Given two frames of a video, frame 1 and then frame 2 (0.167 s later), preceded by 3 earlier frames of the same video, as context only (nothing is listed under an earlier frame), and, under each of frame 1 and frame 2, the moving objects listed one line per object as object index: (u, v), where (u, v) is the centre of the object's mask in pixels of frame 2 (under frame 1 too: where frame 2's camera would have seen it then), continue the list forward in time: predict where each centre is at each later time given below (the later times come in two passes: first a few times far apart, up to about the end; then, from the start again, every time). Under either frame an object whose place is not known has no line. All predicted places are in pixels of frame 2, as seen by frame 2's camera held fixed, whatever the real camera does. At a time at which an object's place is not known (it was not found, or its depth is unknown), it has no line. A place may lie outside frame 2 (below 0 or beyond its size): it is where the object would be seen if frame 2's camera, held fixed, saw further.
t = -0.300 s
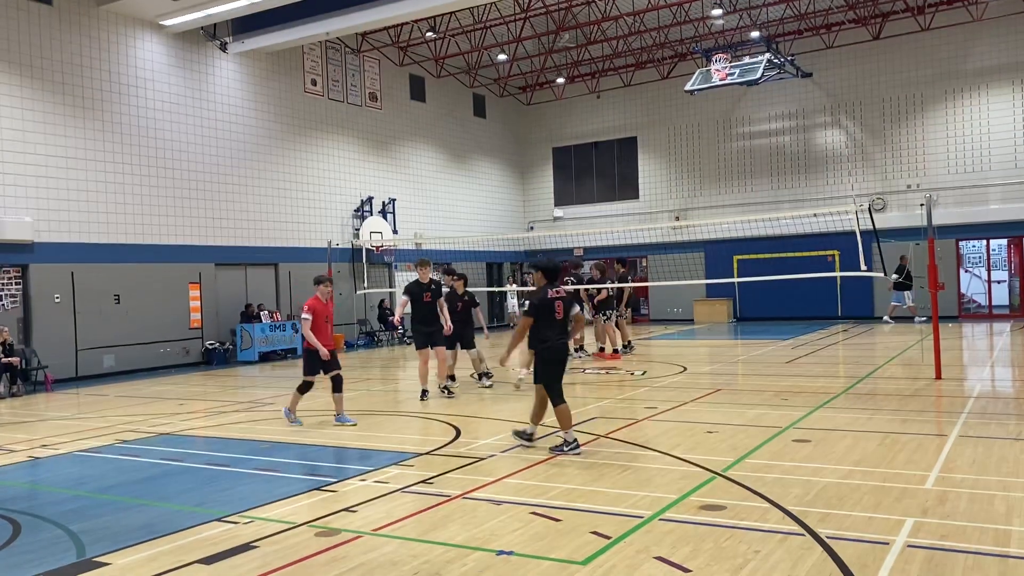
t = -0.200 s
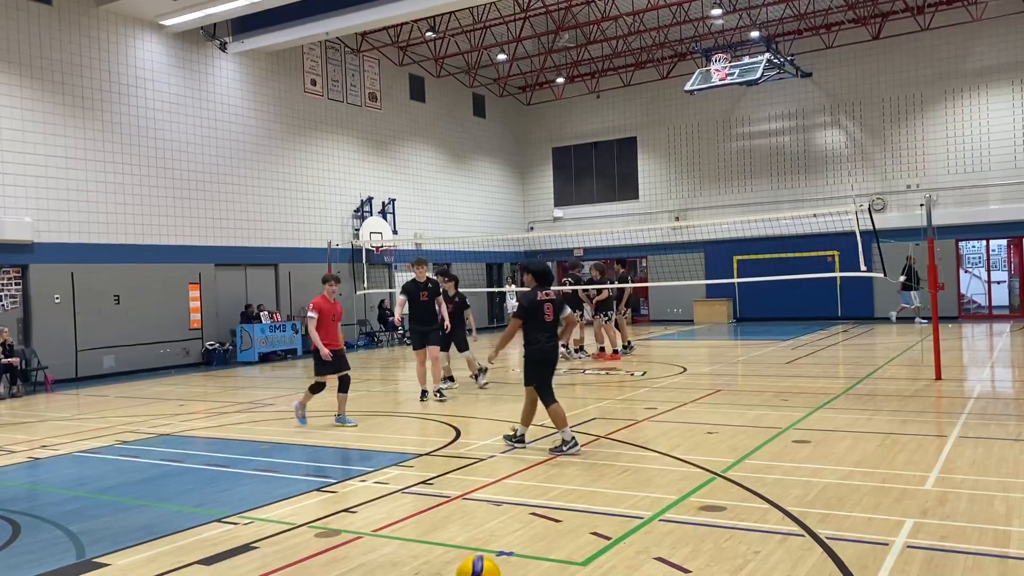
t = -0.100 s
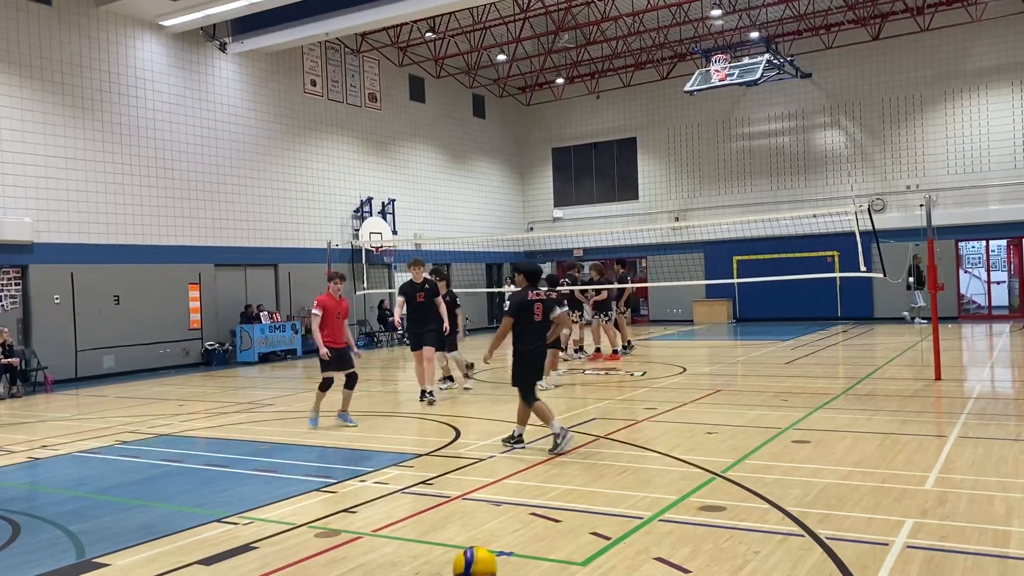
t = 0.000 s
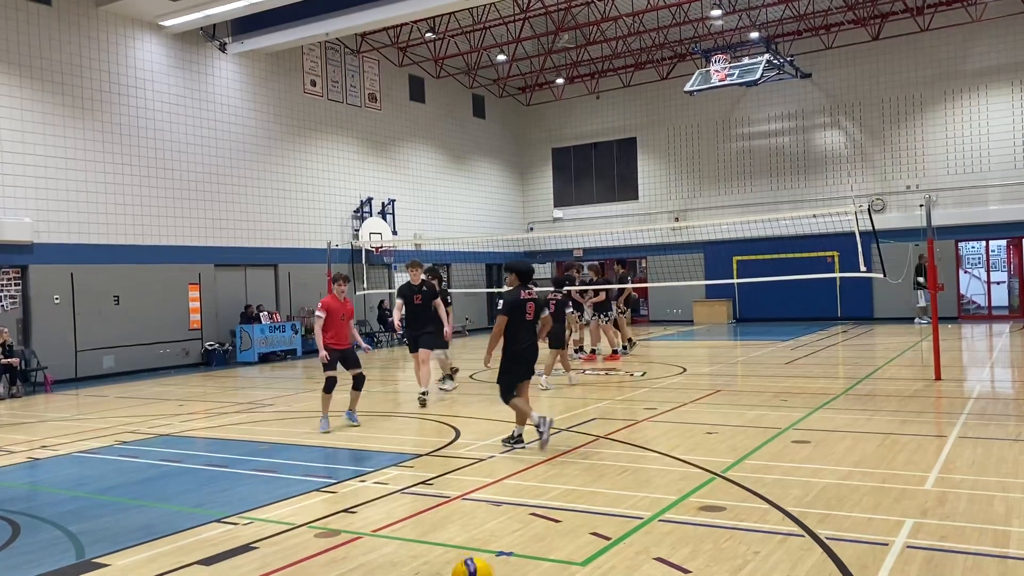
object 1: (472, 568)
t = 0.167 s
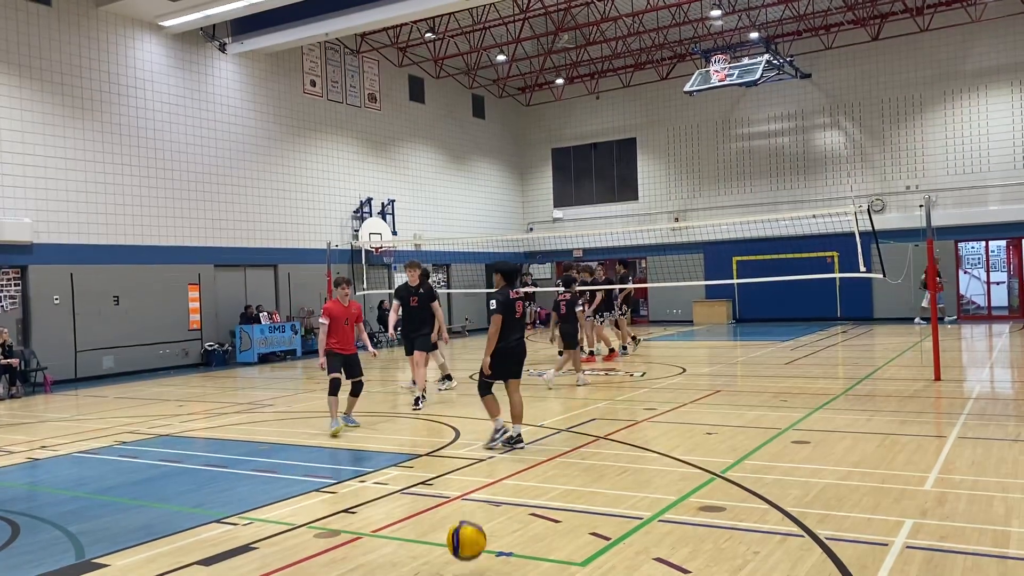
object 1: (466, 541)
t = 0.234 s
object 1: (465, 539)
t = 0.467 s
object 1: (459, 518)
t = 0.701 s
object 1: (455, 506)
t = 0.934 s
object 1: (452, 495)
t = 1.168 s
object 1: (450, 483)
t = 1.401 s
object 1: (447, 472)
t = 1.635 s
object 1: (446, 463)
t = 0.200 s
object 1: (465, 539)
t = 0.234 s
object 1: (465, 539)
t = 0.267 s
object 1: (464, 541)
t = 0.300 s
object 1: (464, 546)
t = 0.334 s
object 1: (463, 539)
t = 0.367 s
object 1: (461, 530)
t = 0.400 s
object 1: (461, 525)
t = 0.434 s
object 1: (460, 520)
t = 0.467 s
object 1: (459, 518)
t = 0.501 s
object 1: (459, 518)
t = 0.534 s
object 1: (458, 518)
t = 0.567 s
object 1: (458, 520)
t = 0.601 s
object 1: (457, 519)
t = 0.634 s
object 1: (456, 512)
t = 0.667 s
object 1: (456, 508)
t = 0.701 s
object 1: (455, 506)
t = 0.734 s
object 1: (454, 505)
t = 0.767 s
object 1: (454, 506)
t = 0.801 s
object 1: (454, 507)
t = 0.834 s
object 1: (453, 502)
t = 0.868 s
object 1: (453, 498)
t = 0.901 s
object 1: (452, 495)
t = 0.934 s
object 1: (452, 495)
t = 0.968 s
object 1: (451, 496)
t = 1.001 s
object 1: (451, 493)
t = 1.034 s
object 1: (451, 490)
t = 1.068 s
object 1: (450, 487)
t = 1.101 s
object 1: (450, 487)
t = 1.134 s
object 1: (450, 487)
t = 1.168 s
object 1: (450, 483)
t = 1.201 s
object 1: (449, 481)
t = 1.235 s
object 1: (449, 480)
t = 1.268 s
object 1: (449, 479)
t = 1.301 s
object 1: (448, 476)
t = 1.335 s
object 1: (448, 475)
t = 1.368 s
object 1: (448, 475)
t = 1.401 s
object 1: (447, 472)
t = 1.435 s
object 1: (447, 471)
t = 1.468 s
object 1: (447, 470)
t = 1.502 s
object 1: (447, 468)
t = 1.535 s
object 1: (447, 466)
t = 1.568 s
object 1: (446, 466)
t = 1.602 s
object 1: (446, 464)
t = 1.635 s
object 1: (446, 463)
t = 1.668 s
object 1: (446, 461)
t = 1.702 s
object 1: (445, 460)
